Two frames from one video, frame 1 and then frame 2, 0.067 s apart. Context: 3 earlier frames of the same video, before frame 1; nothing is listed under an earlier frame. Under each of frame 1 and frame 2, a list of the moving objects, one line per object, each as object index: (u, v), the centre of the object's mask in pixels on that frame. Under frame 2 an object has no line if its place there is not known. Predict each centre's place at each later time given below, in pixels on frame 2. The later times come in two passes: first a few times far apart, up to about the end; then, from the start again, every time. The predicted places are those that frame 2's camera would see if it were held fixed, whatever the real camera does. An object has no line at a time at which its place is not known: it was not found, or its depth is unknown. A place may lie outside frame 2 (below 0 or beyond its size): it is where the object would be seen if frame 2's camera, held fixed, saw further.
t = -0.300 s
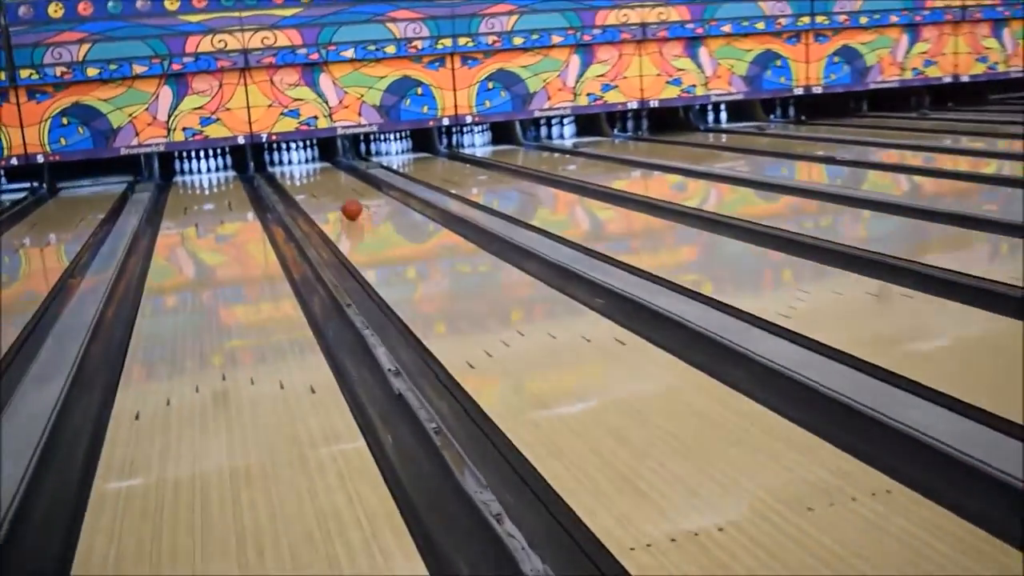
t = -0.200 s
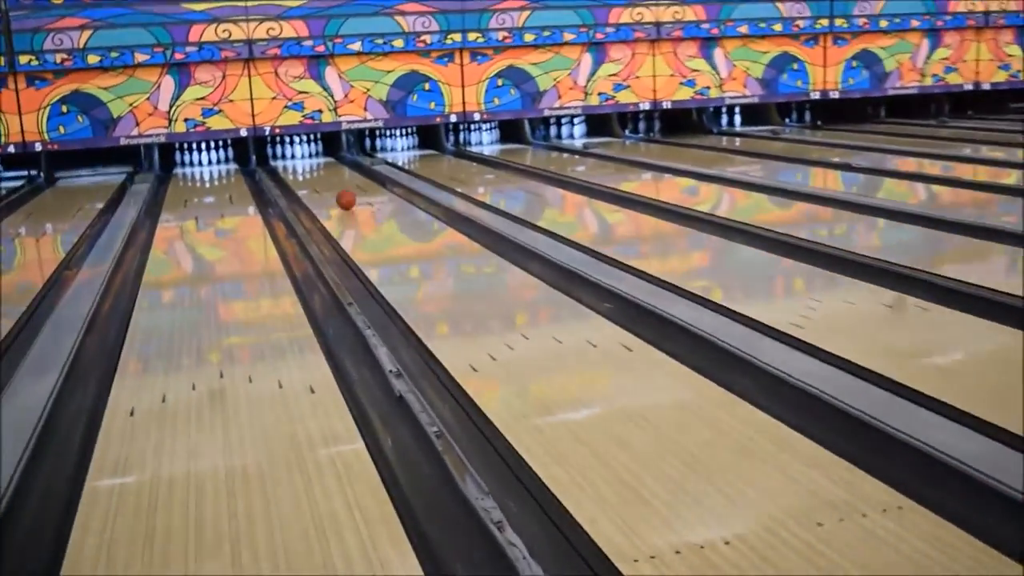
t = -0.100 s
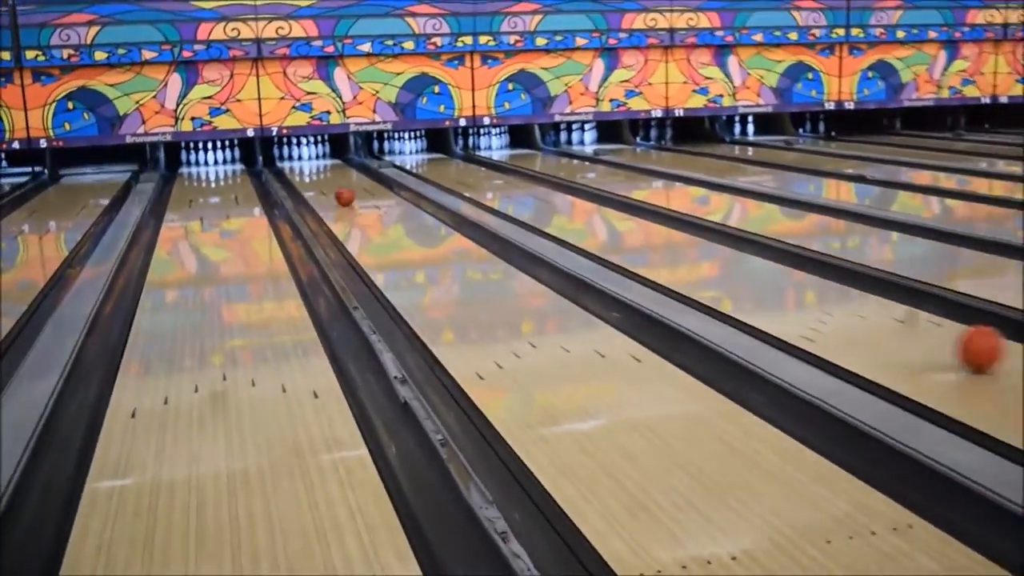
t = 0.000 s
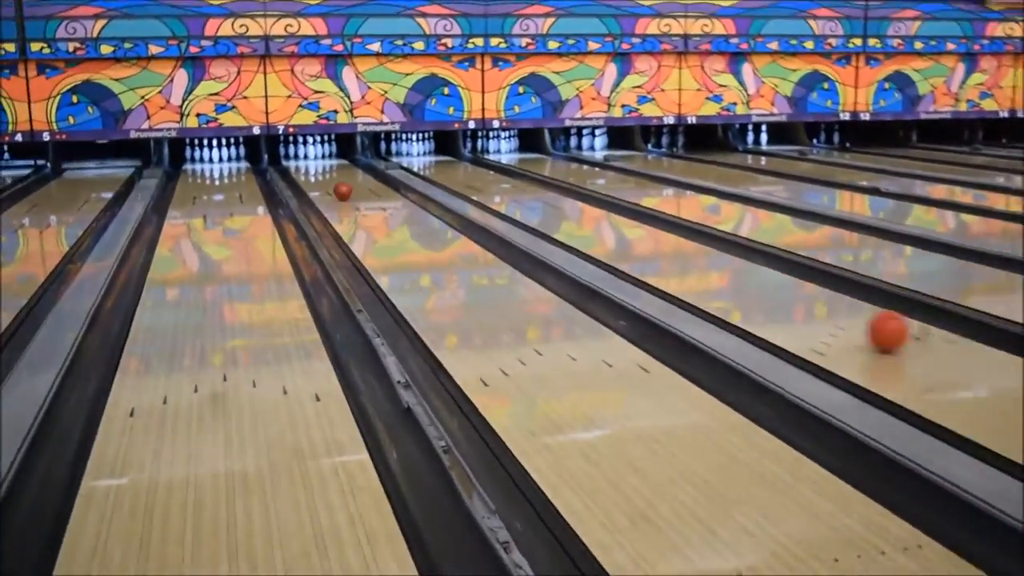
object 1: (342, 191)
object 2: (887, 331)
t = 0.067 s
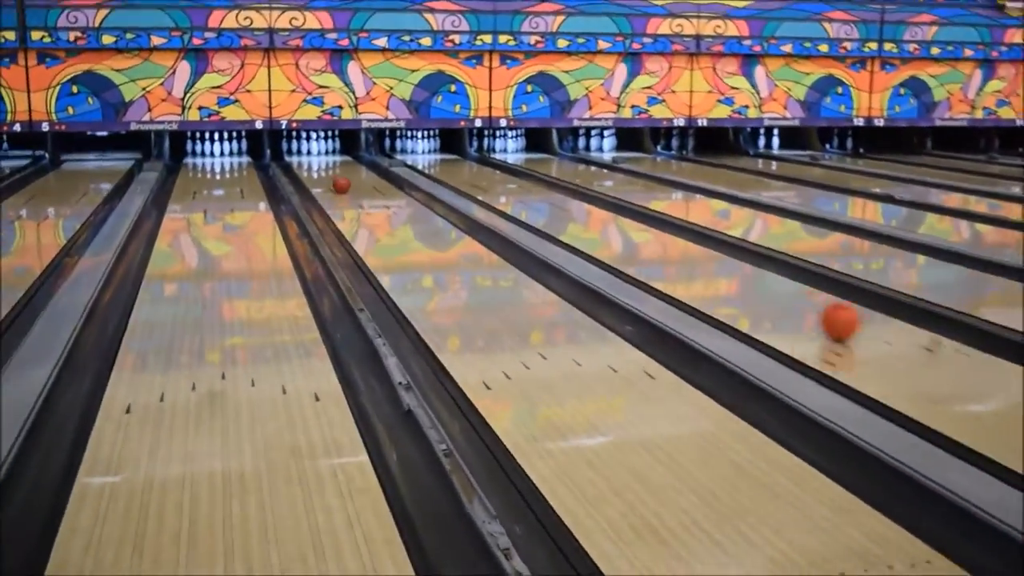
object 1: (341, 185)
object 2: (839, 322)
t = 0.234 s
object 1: (332, 178)
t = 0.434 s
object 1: (331, 173)
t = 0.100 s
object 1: (339, 183)
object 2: (814, 312)
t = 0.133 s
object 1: (337, 181)
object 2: (790, 304)
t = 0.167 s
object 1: (335, 180)
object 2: (768, 296)
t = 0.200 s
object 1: (333, 179)
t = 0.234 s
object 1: (332, 178)
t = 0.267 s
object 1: (332, 178)
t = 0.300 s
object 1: (330, 176)
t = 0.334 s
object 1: (331, 175)
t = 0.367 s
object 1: (330, 175)
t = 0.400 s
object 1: (330, 174)
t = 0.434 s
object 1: (331, 173)
